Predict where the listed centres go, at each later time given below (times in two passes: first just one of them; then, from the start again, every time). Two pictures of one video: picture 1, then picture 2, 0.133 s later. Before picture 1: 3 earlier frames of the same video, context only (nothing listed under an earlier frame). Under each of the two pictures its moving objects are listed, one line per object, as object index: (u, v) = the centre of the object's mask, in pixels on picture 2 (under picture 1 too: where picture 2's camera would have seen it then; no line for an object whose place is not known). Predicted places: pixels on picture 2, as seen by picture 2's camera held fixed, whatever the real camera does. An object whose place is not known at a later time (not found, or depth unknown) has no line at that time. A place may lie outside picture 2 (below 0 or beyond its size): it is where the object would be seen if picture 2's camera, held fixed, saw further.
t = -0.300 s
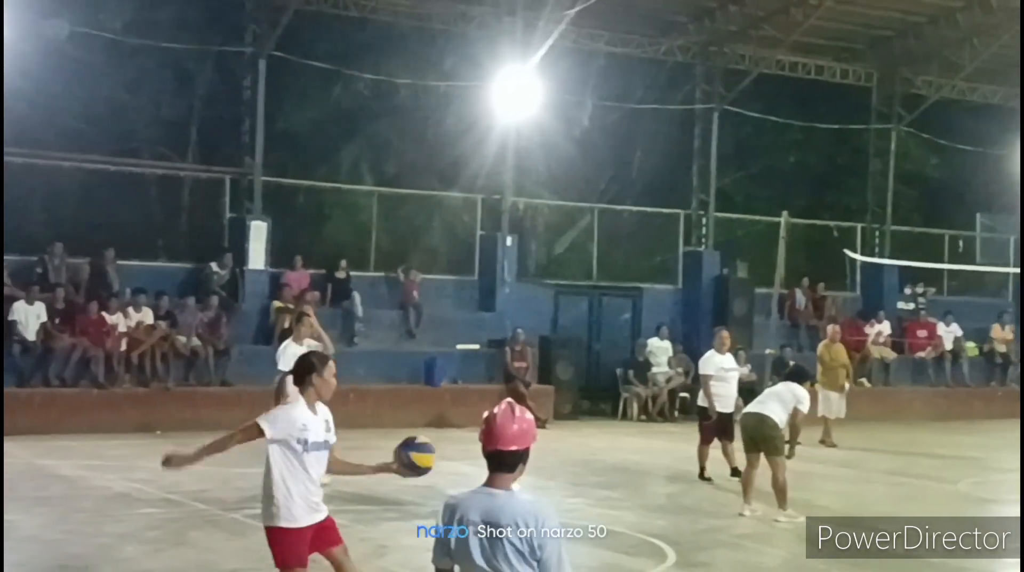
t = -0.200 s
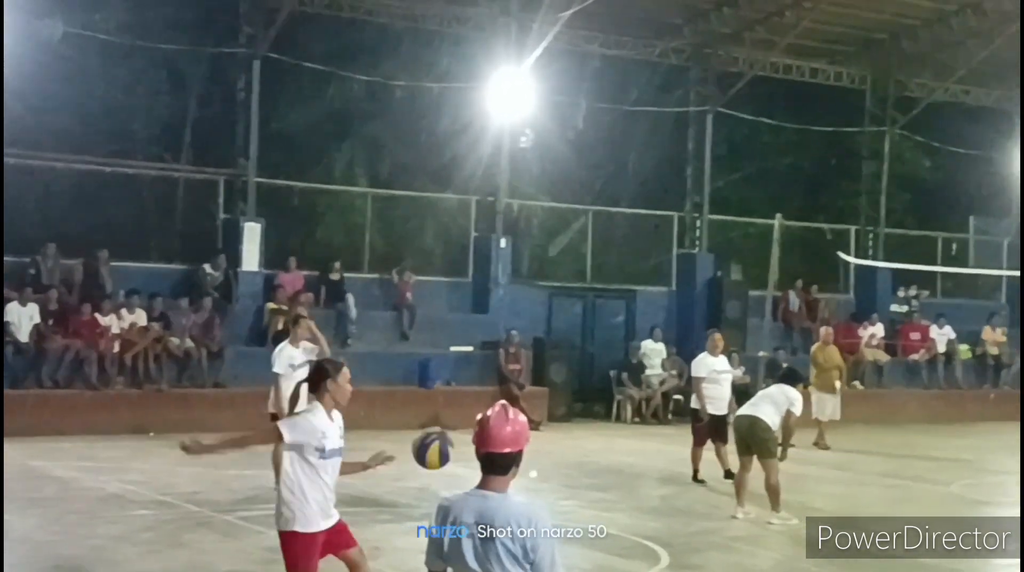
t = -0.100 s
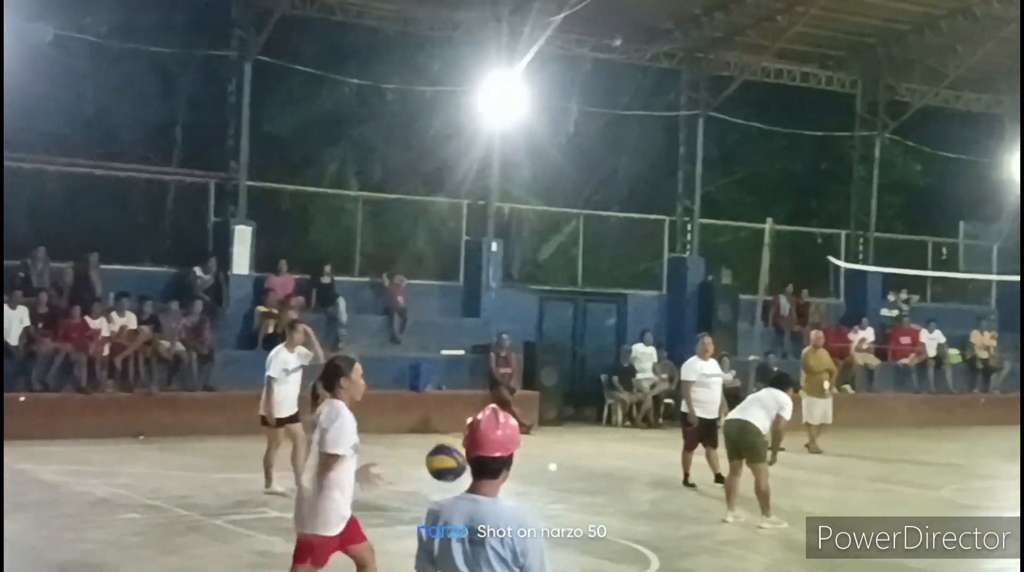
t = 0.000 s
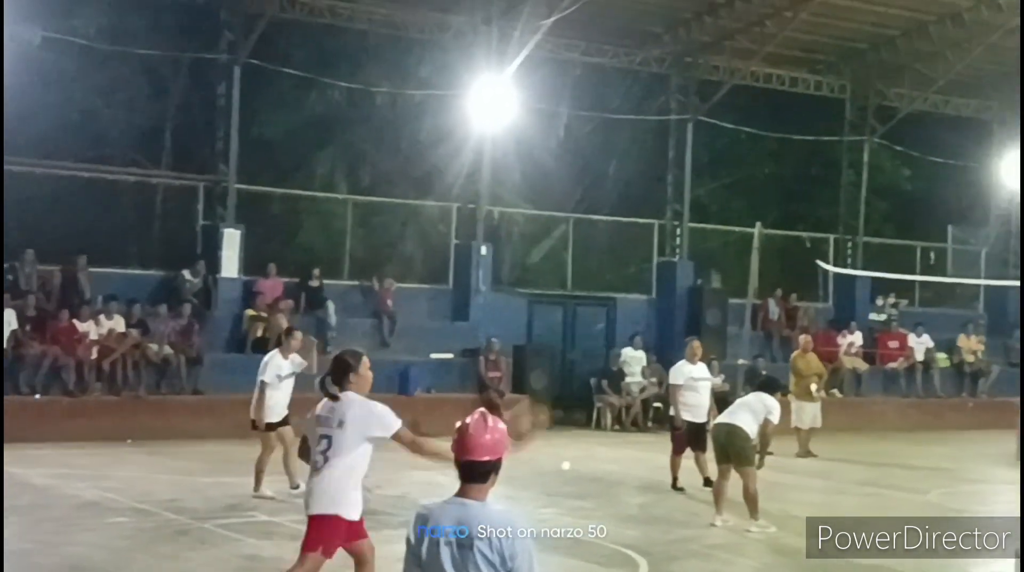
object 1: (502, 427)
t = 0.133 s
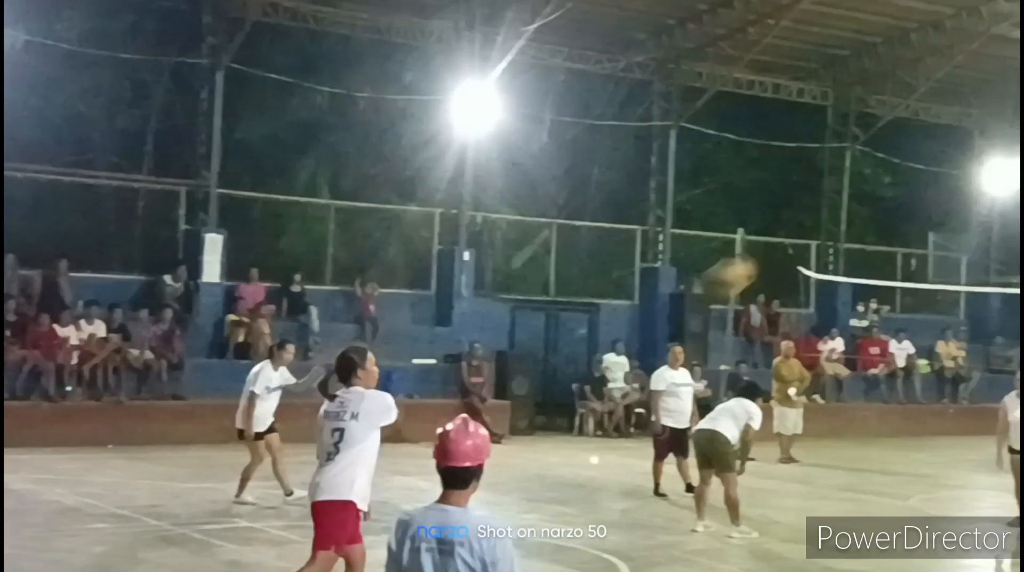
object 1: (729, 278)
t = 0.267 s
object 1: (905, 177)
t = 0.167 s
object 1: (779, 246)
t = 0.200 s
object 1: (825, 220)
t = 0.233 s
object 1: (868, 197)
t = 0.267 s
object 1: (905, 177)
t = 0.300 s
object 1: (944, 158)
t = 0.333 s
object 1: (980, 139)
